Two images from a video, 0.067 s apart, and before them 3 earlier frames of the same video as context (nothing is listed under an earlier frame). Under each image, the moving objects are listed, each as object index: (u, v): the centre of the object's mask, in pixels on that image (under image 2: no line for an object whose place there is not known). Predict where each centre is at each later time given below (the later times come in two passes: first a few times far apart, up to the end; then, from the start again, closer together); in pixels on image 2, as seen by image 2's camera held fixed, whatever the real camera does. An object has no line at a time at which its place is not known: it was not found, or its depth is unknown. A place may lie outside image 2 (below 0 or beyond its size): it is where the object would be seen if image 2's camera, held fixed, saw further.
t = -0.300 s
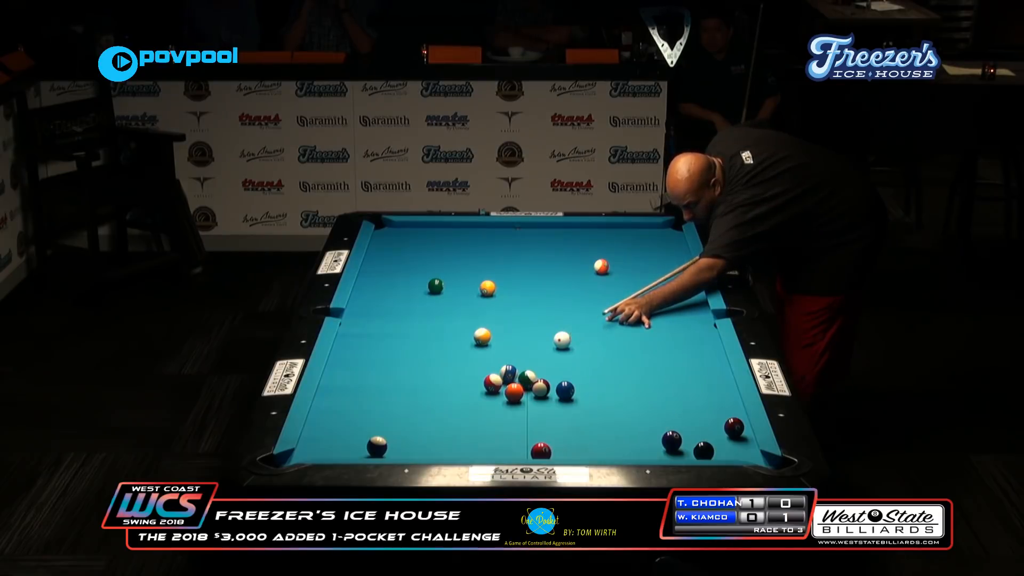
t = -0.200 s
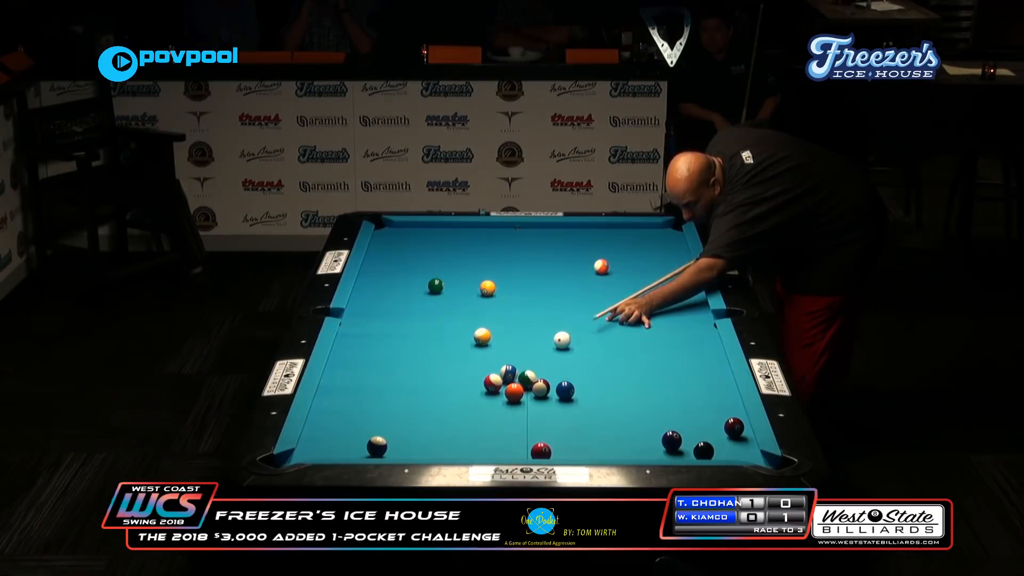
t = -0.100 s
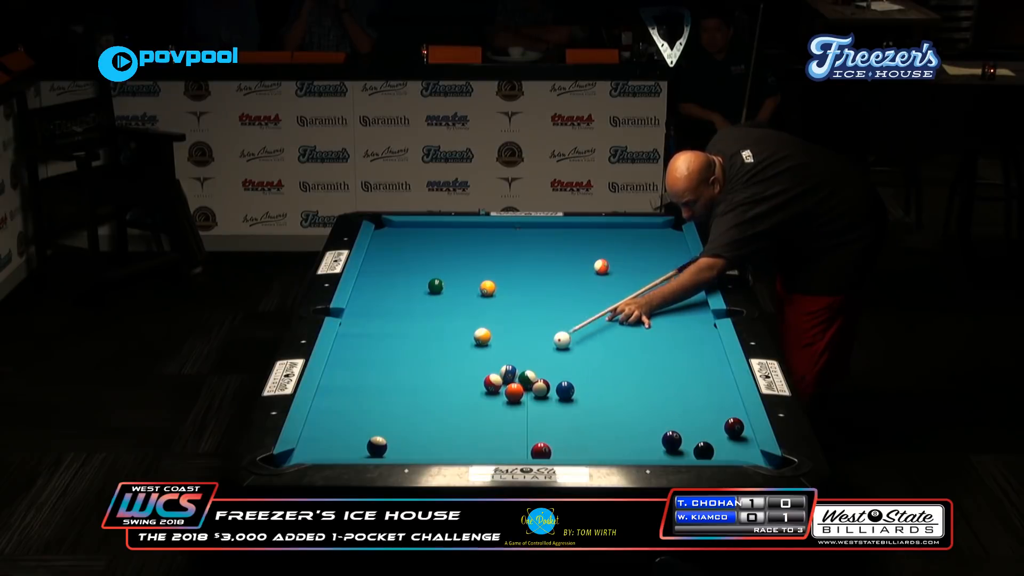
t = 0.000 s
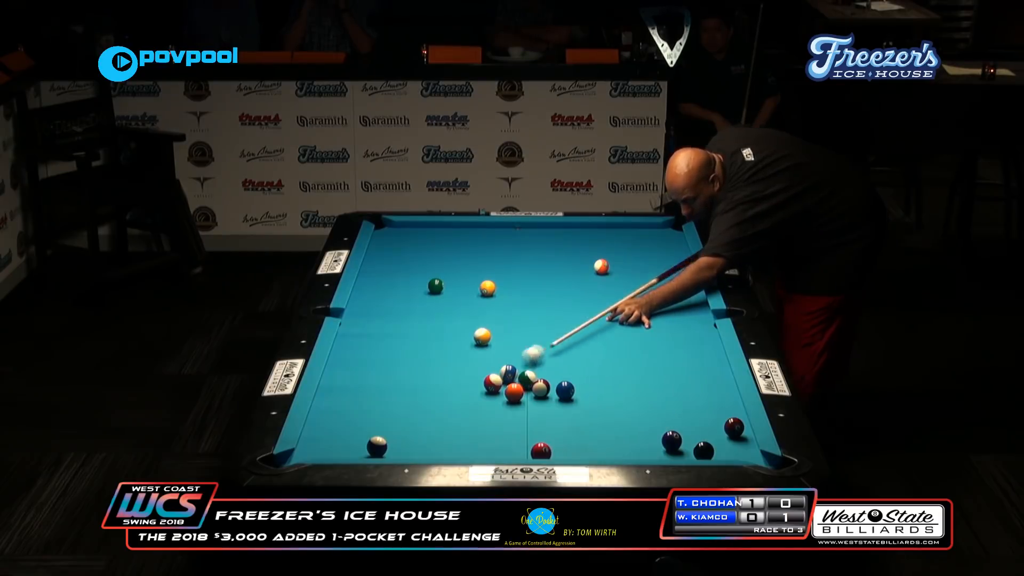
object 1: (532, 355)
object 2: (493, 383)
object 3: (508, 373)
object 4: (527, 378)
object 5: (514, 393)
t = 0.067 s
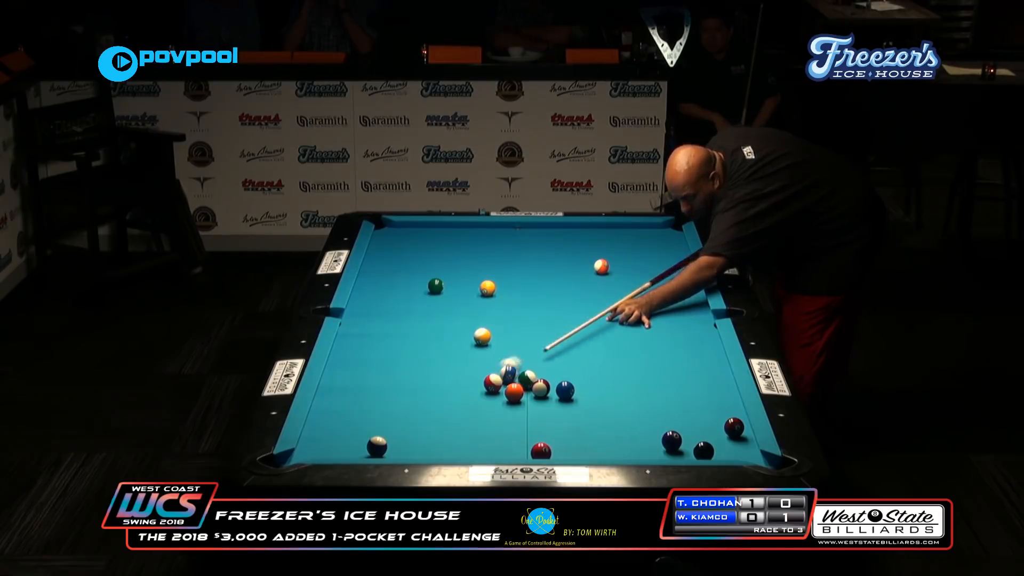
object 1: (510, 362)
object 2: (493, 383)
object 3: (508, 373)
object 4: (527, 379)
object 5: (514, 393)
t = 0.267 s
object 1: (448, 371)
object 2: (457, 396)
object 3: (504, 386)
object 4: (553, 378)
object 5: (517, 396)
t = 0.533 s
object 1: (362, 384)
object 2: (406, 413)
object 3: (496, 391)
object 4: (590, 381)
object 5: (524, 405)
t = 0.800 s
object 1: (354, 393)
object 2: (353, 431)
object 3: (488, 394)
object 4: (625, 383)
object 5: (530, 414)
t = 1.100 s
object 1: (407, 400)
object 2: (311, 448)
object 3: (480, 398)
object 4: (663, 384)
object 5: (537, 423)
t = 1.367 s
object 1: (453, 407)
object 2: (338, 452)
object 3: (474, 399)
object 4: (694, 384)
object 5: (542, 431)
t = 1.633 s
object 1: (498, 413)
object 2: (358, 448)
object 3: (469, 402)
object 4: (724, 385)
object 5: (548, 436)
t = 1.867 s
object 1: (537, 419)
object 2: (361, 446)
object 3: (467, 403)
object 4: (715, 385)
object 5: (553, 441)
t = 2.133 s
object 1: (580, 425)
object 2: (365, 443)
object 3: (465, 403)
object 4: (699, 386)
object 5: (558, 447)
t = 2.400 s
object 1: (621, 431)
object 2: (366, 442)
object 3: (465, 403)
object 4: (686, 386)
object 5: (564, 450)
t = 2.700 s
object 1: (656, 436)
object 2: (368, 441)
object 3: (465, 403)
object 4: (673, 387)
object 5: (571, 451)
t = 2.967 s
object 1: (666, 435)
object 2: (368, 441)
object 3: (465, 403)
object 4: (663, 387)
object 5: (574, 452)
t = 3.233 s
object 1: (673, 435)
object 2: (368, 441)
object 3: (465, 403)
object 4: (656, 388)
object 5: (577, 452)
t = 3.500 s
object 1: (678, 435)
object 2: (368, 441)
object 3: (465, 403)
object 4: (650, 388)
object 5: (577, 452)
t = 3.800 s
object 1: (681, 435)
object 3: (465, 403)
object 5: (576, 452)
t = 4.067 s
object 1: (682, 435)
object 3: (465, 403)
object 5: (576, 452)
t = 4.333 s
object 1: (682, 435)
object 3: (465, 403)
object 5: (576, 452)
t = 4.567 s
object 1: (682, 434)
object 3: (465, 403)
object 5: (576, 452)
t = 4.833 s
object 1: (682, 434)
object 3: (465, 403)
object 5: (576, 452)
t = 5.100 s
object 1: (682, 435)
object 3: (465, 403)
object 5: (576, 452)
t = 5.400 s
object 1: (682, 434)
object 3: (465, 403)
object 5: (576, 452)
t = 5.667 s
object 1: (682, 435)
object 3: (465, 403)
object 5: (576, 452)
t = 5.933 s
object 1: (682, 435)
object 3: (465, 403)
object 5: (576, 452)
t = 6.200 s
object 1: (682, 435)
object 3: (465, 403)
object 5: (576, 452)
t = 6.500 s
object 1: (682, 434)
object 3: (465, 403)
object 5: (576, 452)
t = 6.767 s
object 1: (682, 435)
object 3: (465, 403)
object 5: (576, 452)
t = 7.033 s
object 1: (682, 435)
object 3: (465, 403)
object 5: (576, 452)
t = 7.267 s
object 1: (682, 435)
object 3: (465, 403)
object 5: (576, 452)
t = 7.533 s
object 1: (682, 435)
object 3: (465, 403)
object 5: (576, 452)
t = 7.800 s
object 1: (682, 435)
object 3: (465, 403)
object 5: (576, 452)
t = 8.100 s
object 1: (682, 435)
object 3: (465, 403)
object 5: (576, 452)
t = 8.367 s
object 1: (682, 435)
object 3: (465, 403)
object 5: (576, 452)
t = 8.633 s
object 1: (682, 435)
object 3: (465, 403)
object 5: (576, 452)
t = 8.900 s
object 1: (682, 435)
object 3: (465, 403)
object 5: (576, 452)
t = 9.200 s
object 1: (682, 435)
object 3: (465, 403)
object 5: (576, 452)
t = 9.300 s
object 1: (682, 435)
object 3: (465, 403)
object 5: (576, 452)
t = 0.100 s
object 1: (500, 365)
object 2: (492, 384)
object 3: (508, 377)
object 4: (527, 379)
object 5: (514, 393)
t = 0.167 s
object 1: (479, 368)
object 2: (477, 389)
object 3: (506, 382)
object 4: (535, 376)
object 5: (514, 393)
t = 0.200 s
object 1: (469, 369)
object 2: (470, 392)
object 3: (506, 384)
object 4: (543, 376)
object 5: (514, 393)
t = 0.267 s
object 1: (448, 371)
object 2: (457, 396)
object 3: (504, 386)
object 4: (553, 378)
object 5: (517, 396)
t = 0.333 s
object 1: (427, 375)
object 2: (444, 400)
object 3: (503, 388)
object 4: (562, 377)
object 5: (519, 397)
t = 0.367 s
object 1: (416, 377)
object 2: (438, 403)
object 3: (502, 388)
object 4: (567, 378)
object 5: (519, 399)
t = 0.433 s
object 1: (395, 379)
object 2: (425, 407)
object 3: (499, 389)
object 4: (577, 380)
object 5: (521, 402)
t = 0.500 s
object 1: (373, 382)
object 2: (413, 411)
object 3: (497, 390)
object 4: (585, 380)
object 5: (523, 404)
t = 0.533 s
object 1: (362, 384)
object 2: (406, 413)
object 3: (496, 391)
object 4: (590, 381)
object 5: (524, 405)
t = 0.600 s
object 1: (341, 386)
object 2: (393, 418)
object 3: (494, 392)
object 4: (599, 381)
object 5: (526, 408)
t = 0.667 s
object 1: (329, 389)
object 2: (380, 422)
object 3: (492, 393)
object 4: (608, 382)
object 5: (527, 410)
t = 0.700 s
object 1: (336, 390)
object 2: (373, 424)
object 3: (491, 393)
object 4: (612, 382)
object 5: (528, 411)
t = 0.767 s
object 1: (348, 392)
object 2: (360, 429)
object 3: (489, 394)
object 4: (621, 382)
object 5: (530, 413)
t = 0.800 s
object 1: (354, 393)
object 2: (353, 431)
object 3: (488, 394)
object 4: (625, 383)
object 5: (530, 414)
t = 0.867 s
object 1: (366, 394)
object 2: (340, 435)
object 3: (486, 395)
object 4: (634, 383)
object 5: (532, 416)
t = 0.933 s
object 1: (378, 396)
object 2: (327, 439)
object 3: (484, 395)
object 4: (643, 383)
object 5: (534, 418)
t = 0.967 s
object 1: (384, 397)
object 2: (321, 441)
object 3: (483, 396)
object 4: (647, 383)
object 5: (534, 419)
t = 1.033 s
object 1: (396, 398)
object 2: (308, 446)
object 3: (481, 397)
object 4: (655, 384)
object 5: (536, 421)
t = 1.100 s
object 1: (407, 400)
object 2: (311, 448)
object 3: (480, 398)
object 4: (663, 384)
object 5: (537, 423)
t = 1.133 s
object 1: (413, 401)
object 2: (314, 449)
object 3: (479, 398)
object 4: (667, 384)
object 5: (538, 424)
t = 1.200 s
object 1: (425, 403)
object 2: (321, 451)
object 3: (477, 398)
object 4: (675, 384)
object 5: (539, 427)
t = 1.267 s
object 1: (436, 404)
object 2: (327, 453)
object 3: (476, 399)
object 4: (683, 384)
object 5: (540, 429)
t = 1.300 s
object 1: (442, 405)
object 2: (331, 453)
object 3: (475, 399)
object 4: (687, 384)
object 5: (541, 430)
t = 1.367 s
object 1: (453, 407)
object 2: (338, 452)
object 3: (474, 399)
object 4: (694, 384)
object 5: (542, 431)
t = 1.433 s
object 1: (464, 409)
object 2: (346, 450)
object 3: (474, 398)
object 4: (702, 384)
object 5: (544, 432)
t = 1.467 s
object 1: (470, 410)
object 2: (350, 450)
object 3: (473, 397)
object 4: (706, 384)
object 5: (545, 433)
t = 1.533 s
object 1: (482, 411)
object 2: (356, 449)
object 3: (470, 400)
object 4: (713, 385)
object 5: (546, 434)
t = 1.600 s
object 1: (493, 413)
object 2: (358, 448)
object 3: (470, 401)
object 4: (720, 385)
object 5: (547, 436)
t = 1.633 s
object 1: (498, 413)
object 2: (358, 448)
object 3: (469, 402)
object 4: (724, 385)
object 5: (548, 436)
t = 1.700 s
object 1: (510, 415)
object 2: (359, 447)
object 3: (468, 402)
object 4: (726, 385)
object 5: (550, 438)
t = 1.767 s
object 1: (520, 417)
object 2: (360, 447)
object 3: (468, 402)
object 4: (721, 385)
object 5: (551, 439)
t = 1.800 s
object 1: (526, 417)
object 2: (361, 447)
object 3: (467, 403)
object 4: (719, 385)
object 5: (552, 440)
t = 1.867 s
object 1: (537, 419)
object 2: (361, 446)
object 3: (467, 403)
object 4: (715, 385)
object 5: (553, 441)
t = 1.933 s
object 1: (548, 421)
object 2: (362, 445)
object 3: (466, 403)
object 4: (711, 386)
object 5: (554, 443)
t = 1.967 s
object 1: (553, 421)
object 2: (363, 444)
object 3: (466, 403)
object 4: (709, 385)
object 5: (555, 444)
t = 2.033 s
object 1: (564, 423)
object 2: (364, 444)
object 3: (466, 403)
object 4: (705, 385)
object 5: (556, 446)
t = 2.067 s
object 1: (569, 424)
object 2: (364, 443)
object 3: (465, 403)
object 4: (703, 386)
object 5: (557, 446)
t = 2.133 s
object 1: (580, 425)
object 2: (365, 443)
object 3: (465, 403)
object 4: (699, 386)
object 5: (558, 447)
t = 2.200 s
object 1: (590, 427)
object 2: (365, 443)
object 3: (465, 403)
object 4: (696, 386)
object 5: (559, 448)
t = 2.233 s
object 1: (595, 428)
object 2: (366, 442)
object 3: (465, 403)
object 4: (694, 386)
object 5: (560, 449)
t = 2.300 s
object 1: (605, 429)
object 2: (366, 442)
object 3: (465, 403)
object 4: (691, 386)
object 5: (562, 449)
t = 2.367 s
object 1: (616, 430)
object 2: (366, 442)
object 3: (465, 403)
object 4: (687, 386)
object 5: (564, 450)
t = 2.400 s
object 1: (621, 431)
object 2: (366, 442)
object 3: (465, 403)
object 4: (686, 386)
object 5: (564, 450)
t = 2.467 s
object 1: (631, 433)
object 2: (367, 442)
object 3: (465, 403)
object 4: (683, 386)
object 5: (566, 450)
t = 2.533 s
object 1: (641, 434)
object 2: (367, 441)
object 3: (465, 403)
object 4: (680, 386)
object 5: (567, 450)
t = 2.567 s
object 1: (646, 435)
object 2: (367, 441)
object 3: (465, 403)
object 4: (679, 386)
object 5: (568, 451)
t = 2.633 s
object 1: (654, 436)
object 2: (367, 441)
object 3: (465, 403)
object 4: (676, 387)
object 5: (570, 451)
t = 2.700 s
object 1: (656, 436)
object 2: (368, 441)
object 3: (465, 403)
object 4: (673, 387)
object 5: (571, 451)
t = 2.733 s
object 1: (658, 436)
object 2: (368, 441)
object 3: (465, 403)
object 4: (672, 387)
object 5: (571, 451)
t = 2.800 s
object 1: (660, 436)
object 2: (368, 441)
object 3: (465, 403)
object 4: (669, 387)
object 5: (572, 451)
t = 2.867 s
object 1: (662, 436)
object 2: (368, 441)
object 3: (465, 403)
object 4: (667, 387)
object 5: (573, 452)
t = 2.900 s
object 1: (664, 435)
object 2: (368, 441)
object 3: (465, 403)
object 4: (665, 387)
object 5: (574, 452)
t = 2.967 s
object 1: (666, 435)
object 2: (368, 441)
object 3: (465, 403)
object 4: (663, 387)
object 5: (574, 452)
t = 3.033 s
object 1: (668, 435)
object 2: (368, 441)
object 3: (465, 403)
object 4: (661, 387)
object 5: (575, 452)
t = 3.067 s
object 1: (669, 435)
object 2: (368, 441)
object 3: (465, 403)
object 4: (660, 387)
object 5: (576, 452)
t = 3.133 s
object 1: (670, 435)
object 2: (368, 441)
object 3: (465, 403)
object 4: (658, 387)
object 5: (576, 452)
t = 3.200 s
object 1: (672, 435)
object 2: (368, 441)
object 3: (465, 403)
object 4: (656, 388)
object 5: (576, 452)
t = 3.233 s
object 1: (673, 435)
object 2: (368, 441)
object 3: (465, 403)
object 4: (656, 388)
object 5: (577, 452)
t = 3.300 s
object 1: (674, 435)
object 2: (368, 441)
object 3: (465, 403)
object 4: (654, 388)
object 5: (577, 452)
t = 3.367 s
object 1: (676, 435)
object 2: (368, 441)
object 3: (465, 403)
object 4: (652, 388)
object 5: (577, 452)
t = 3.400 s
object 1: (676, 435)
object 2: (368, 441)
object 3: (465, 403)
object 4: (652, 388)
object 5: (577, 452)
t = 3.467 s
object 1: (677, 435)
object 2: (368, 441)
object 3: (465, 403)
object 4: (650, 388)
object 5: (576, 452)
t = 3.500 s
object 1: (678, 435)
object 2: (368, 441)
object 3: (465, 403)
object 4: (650, 388)
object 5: (577, 452)
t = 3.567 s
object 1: (679, 435)
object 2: (368, 441)
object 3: (465, 403)
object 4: (649, 388)
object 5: (576, 452)
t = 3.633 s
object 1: (680, 435)
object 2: (368, 441)
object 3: (465, 403)
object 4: (648, 388)
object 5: (576, 452)
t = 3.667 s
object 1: (680, 435)
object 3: (465, 403)
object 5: (576, 452)
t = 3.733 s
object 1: (681, 435)
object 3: (465, 403)
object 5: (576, 452)
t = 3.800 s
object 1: (681, 435)
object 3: (465, 403)
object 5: (576, 452)
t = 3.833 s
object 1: (681, 435)
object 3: (465, 403)
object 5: (576, 452)
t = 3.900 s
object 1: (681, 435)
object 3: (465, 403)
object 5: (576, 452)
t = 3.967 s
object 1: (682, 435)
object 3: (465, 403)
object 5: (576, 452)
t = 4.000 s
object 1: (682, 435)
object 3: (465, 403)
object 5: (576, 452)
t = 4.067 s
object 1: (682, 435)
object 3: (465, 403)
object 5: (576, 452)
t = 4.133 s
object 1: (682, 435)
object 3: (465, 403)
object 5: (576, 452)
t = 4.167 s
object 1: (682, 435)
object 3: (465, 403)
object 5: (576, 452)
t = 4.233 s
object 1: (682, 435)
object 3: (465, 403)
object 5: (576, 452)
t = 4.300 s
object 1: (682, 435)
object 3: (465, 403)
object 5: (576, 452)
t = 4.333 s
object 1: (682, 435)
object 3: (465, 403)
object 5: (576, 452)
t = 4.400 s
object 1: (682, 435)
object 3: (465, 403)
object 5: (576, 452)
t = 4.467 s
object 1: (682, 434)
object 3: (465, 403)
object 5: (576, 452)
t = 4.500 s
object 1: (682, 435)
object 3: (465, 403)
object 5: (576, 452)
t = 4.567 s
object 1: (682, 434)
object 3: (465, 403)
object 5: (576, 452)
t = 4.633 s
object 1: (682, 434)
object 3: (465, 403)
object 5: (576, 452)
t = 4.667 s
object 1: (682, 434)
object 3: (465, 403)
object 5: (576, 452)
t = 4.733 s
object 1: (682, 434)
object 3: (465, 403)
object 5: (576, 452)
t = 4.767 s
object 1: (682, 434)
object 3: (465, 403)
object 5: (576, 452)
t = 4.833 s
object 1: (682, 434)
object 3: (465, 403)
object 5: (576, 452)
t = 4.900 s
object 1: (682, 435)
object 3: (465, 403)
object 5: (576, 452)
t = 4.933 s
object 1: (682, 435)
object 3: (465, 403)
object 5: (576, 452)
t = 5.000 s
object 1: (682, 434)
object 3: (465, 403)
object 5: (576, 452)
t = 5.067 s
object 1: (682, 435)
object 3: (465, 403)
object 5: (576, 452)
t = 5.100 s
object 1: (682, 435)
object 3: (465, 403)
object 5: (576, 452)
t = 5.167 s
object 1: (682, 435)
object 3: (465, 403)
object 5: (576, 452)
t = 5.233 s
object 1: (682, 435)
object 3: (465, 403)
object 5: (576, 452)
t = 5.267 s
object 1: (682, 435)
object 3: (465, 403)
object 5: (576, 452)
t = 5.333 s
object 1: (682, 435)
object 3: (465, 403)
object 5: (576, 452)
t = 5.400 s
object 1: (682, 434)
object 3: (465, 403)
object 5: (576, 452)
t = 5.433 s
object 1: (682, 434)
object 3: (465, 403)
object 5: (576, 452)
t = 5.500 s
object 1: (682, 434)
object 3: (465, 403)
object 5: (576, 452)
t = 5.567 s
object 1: (682, 435)
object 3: (465, 403)
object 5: (576, 452)
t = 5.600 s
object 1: (682, 435)
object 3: (465, 403)
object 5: (576, 452)
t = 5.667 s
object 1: (682, 435)
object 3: (465, 403)
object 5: (576, 452)
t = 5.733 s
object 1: (682, 435)
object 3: (465, 403)
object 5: (576, 452)
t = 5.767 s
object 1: (682, 434)
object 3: (465, 403)
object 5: (576, 452)
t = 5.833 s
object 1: (682, 435)
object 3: (465, 403)
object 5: (576, 452)
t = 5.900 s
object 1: (682, 434)
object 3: (465, 403)
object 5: (576, 452)
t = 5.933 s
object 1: (682, 435)
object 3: (465, 403)
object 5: (576, 452)
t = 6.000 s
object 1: (682, 435)
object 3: (465, 403)
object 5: (576, 452)
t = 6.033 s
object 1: (682, 435)
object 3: (465, 403)
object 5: (576, 452)
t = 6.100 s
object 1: (682, 435)
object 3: (465, 403)
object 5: (576, 452)
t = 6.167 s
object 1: (682, 435)
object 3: (465, 403)
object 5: (576, 452)
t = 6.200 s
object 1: (682, 435)
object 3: (465, 403)
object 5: (576, 452)
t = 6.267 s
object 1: (682, 435)
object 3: (465, 403)
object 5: (576, 452)
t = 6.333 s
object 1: (682, 434)
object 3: (465, 403)
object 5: (576, 452)
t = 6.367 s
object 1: (682, 434)
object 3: (465, 403)
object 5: (576, 452)
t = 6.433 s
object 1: (682, 435)
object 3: (465, 403)
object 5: (576, 452)
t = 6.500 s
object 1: (682, 434)
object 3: (465, 403)
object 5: (576, 452)
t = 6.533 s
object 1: (682, 434)
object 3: (465, 403)
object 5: (576, 452)
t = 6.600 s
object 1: (682, 435)
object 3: (465, 403)
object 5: (576, 452)
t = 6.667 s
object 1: (682, 434)
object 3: (465, 403)
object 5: (576, 452)
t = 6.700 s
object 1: (682, 434)
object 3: (465, 403)
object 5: (576, 452)
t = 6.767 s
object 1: (682, 435)
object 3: (465, 403)
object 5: (576, 452)
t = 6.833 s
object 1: (682, 435)
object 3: (465, 403)
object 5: (576, 452)
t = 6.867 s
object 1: (682, 435)
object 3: (465, 403)
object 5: (576, 452)
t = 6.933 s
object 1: (682, 435)
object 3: (465, 403)
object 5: (576, 452)
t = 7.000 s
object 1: (682, 435)
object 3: (465, 403)
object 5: (576, 452)
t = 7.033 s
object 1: (682, 435)
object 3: (465, 403)
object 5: (576, 452)
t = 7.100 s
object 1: (682, 435)
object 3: (465, 403)
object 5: (576, 452)
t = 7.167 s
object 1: (682, 435)
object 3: (465, 403)
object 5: (576, 452)
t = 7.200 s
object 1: (682, 435)
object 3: (465, 403)
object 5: (576, 452)
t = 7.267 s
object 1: (682, 435)
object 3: (465, 403)
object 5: (576, 452)
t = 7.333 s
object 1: (682, 435)
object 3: (465, 403)
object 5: (576, 452)
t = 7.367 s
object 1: (682, 435)
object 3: (465, 403)
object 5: (576, 452)
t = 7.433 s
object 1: (682, 435)
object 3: (465, 403)
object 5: (576, 452)
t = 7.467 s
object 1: (682, 435)
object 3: (465, 403)
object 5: (576, 452)
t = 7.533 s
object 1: (682, 435)
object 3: (465, 403)
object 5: (576, 452)
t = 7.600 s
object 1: (682, 435)
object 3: (465, 403)
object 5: (576, 452)
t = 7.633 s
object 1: (682, 435)
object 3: (465, 403)
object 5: (576, 452)
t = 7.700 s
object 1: (682, 435)
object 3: (465, 403)
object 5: (576, 452)
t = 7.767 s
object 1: (682, 435)
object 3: (465, 403)
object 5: (576, 452)
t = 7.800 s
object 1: (682, 435)
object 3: (465, 403)
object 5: (576, 452)
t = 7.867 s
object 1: (682, 435)
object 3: (465, 403)
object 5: (576, 452)
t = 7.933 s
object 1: (682, 435)
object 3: (465, 403)
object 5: (576, 452)
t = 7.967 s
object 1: (682, 435)
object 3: (465, 403)
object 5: (576, 452)
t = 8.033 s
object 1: (682, 435)
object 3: (465, 403)
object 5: (576, 452)
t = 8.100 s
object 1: (682, 435)
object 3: (465, 403)
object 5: (576, 452)
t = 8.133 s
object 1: (682, 435)
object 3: (465, 403)
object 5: (576, 452)
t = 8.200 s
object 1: (682, 435)
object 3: (465, 403)
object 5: (576, 452)
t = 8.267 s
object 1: (682, 435)
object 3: (465, 403)
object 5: (576, 452)
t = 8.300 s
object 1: (682, 435)
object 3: (465, 403)
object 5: (576, 452)
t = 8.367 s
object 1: (682, 435)
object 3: (465, 403)
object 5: (576, 452)
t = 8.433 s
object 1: (682, 435)
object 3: (465, 403)
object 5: (576, 452)
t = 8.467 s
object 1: (682, 435)
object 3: (465, 403)
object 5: (576, 452)
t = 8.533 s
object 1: (682, 435)
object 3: (465, 403)
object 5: (576, 452)
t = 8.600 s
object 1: (682, 435)
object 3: (465, 403)
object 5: (576, 452)
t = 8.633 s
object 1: (682, 435)
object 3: (465, 403)
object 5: (576, 452)
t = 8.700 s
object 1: (682, 435)
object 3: (465, 403)
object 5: (576, 452)
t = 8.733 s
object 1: (682, 435)
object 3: (465, 403)
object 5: (576, 452)
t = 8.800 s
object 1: (682, 435)
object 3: (465, 403)
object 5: (576, 452)
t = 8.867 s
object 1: (682, 435)
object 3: (465, 403)
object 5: (576, 452)
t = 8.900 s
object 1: (682, 435)
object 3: (465, 403)
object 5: (576, 452)
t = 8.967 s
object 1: (682, 435)
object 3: (465, 403)
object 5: (576, 452)
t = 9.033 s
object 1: (682, 435)
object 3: (465, 403)
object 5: (576, 452)
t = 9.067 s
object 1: (682, 435)
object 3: (465, 403)
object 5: (576, 452)
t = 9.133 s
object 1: (682, 435)
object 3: (465, 403)
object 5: (576, 452)
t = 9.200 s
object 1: (682, 435)
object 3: (465, 403)
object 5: (576, 452)
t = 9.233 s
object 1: (682, 435)
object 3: (465, 403)
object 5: (576, 452)
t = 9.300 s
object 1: (682, 435)
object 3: (465, 403)
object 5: (576, 452)
